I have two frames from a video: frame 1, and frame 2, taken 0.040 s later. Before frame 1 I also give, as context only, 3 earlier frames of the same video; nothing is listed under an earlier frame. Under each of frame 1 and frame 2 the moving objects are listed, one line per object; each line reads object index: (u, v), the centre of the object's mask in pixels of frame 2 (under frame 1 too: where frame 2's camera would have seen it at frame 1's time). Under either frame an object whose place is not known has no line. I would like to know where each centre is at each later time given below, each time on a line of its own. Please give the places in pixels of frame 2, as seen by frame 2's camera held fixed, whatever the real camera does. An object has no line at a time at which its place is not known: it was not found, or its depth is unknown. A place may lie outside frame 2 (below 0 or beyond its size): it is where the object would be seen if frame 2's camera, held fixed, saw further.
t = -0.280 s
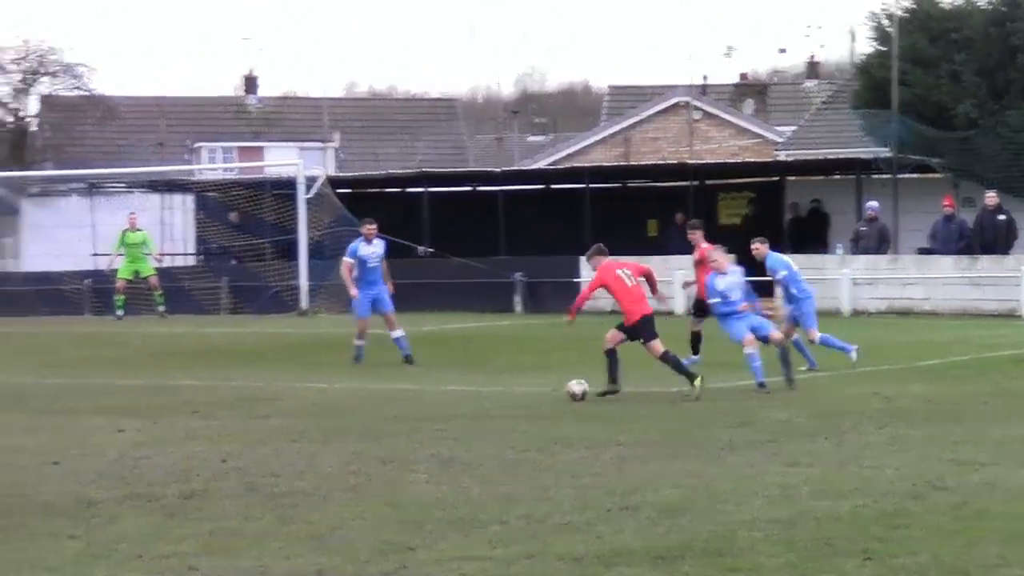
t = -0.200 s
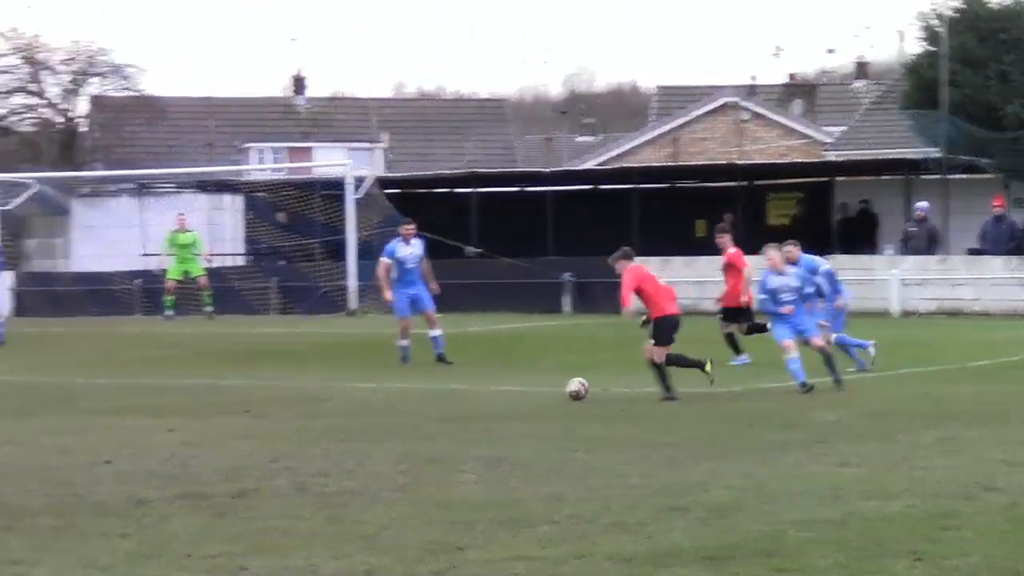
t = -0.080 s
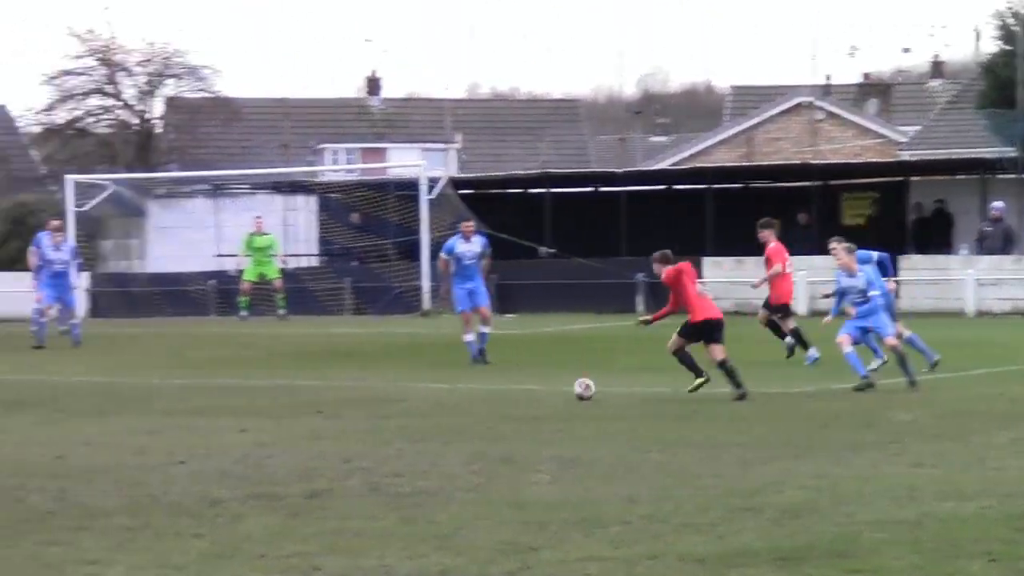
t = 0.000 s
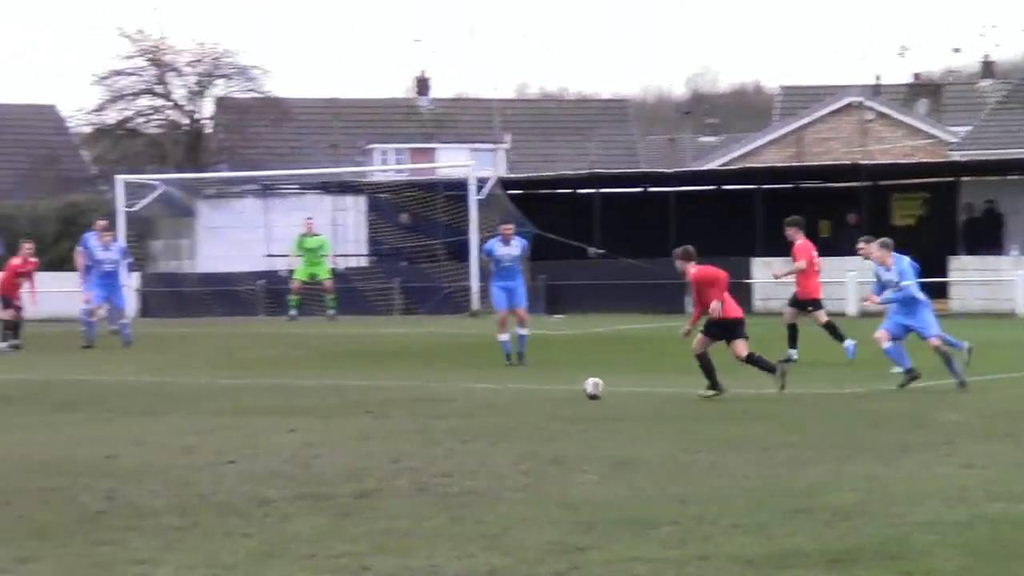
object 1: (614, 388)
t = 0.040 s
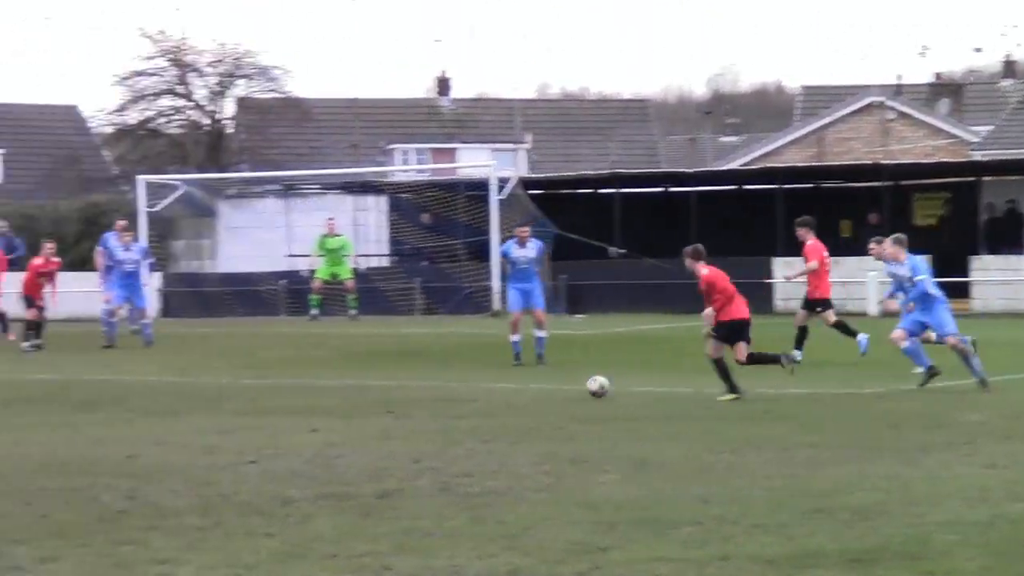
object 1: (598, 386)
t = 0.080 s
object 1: (580, 386)
